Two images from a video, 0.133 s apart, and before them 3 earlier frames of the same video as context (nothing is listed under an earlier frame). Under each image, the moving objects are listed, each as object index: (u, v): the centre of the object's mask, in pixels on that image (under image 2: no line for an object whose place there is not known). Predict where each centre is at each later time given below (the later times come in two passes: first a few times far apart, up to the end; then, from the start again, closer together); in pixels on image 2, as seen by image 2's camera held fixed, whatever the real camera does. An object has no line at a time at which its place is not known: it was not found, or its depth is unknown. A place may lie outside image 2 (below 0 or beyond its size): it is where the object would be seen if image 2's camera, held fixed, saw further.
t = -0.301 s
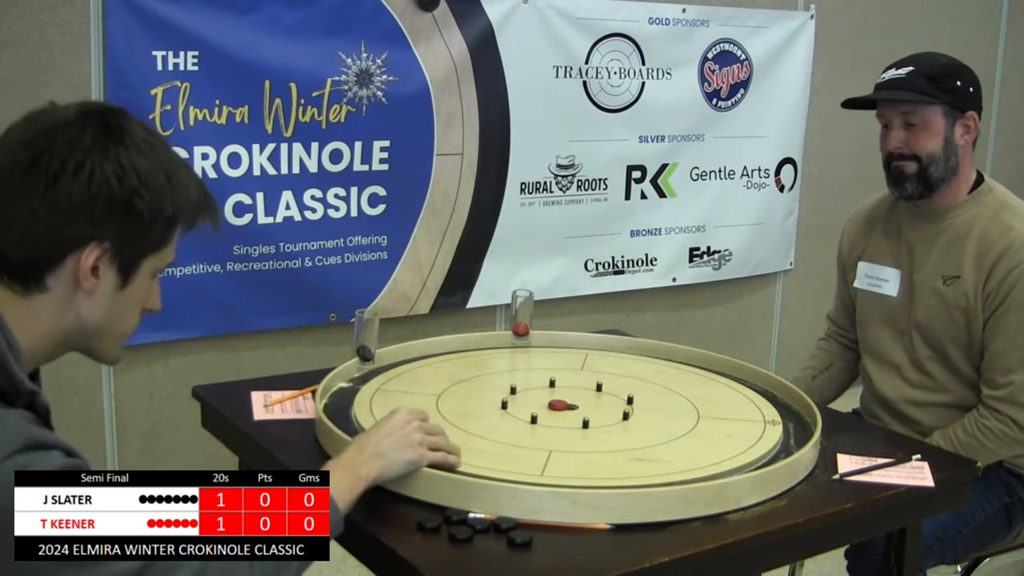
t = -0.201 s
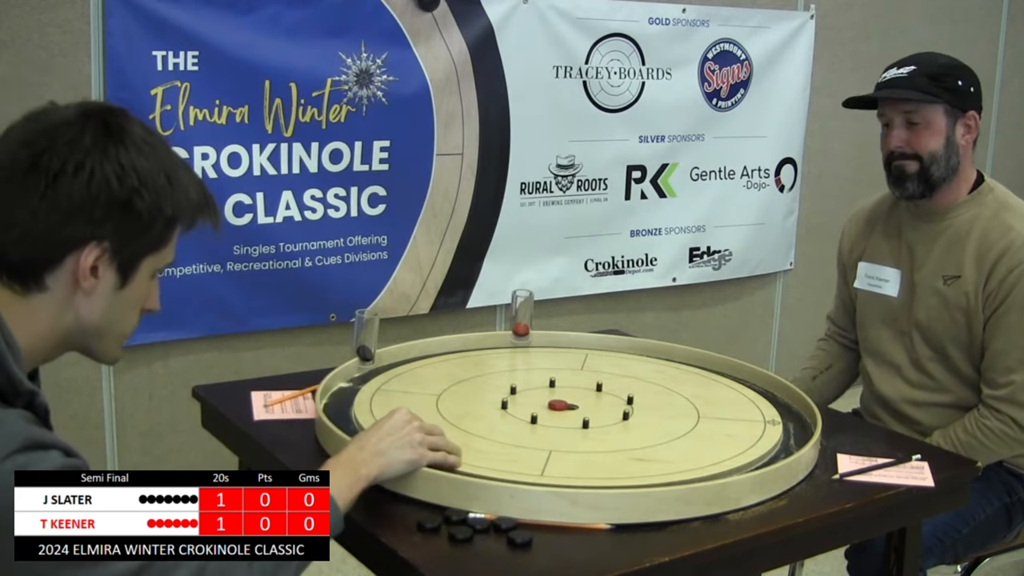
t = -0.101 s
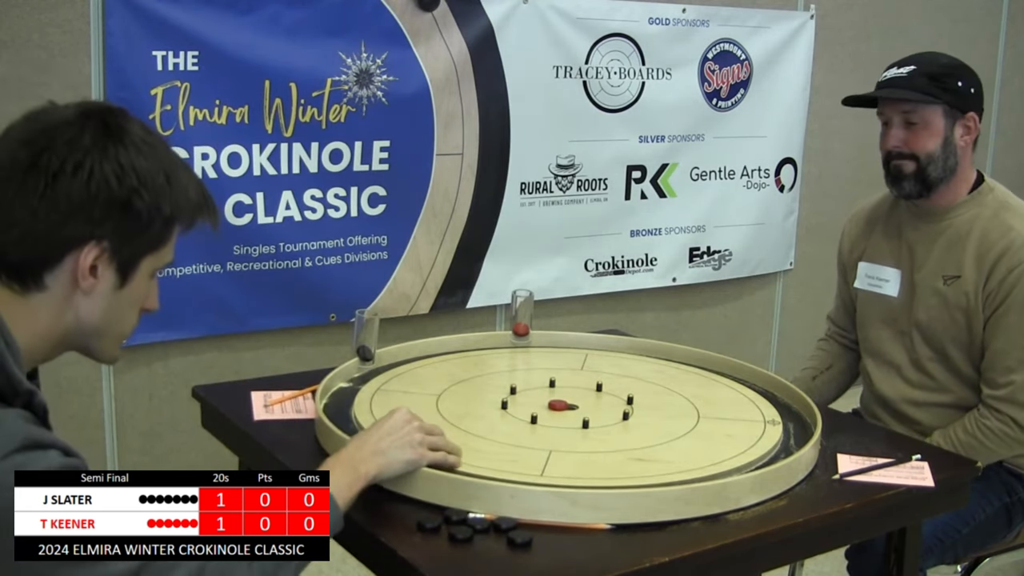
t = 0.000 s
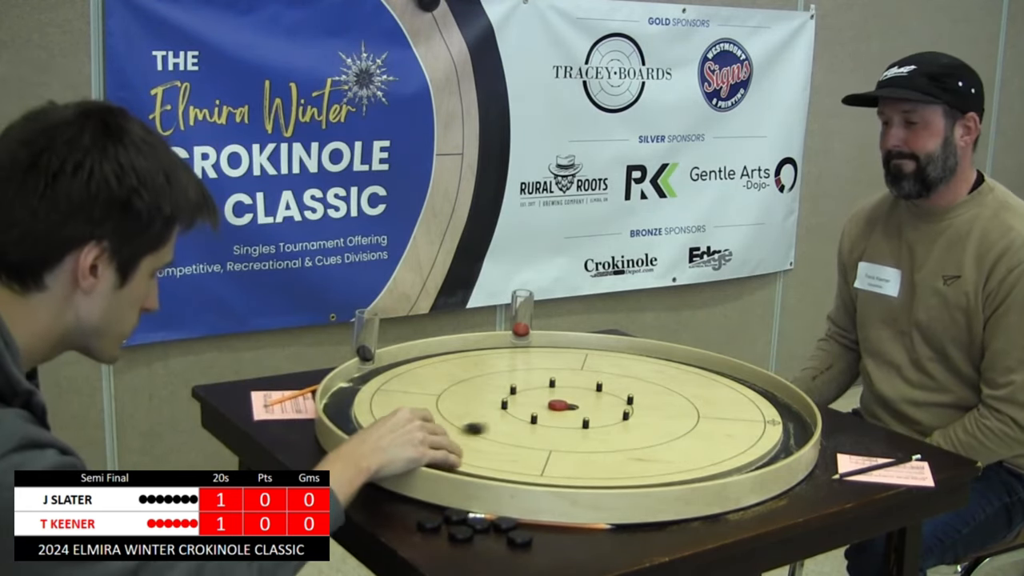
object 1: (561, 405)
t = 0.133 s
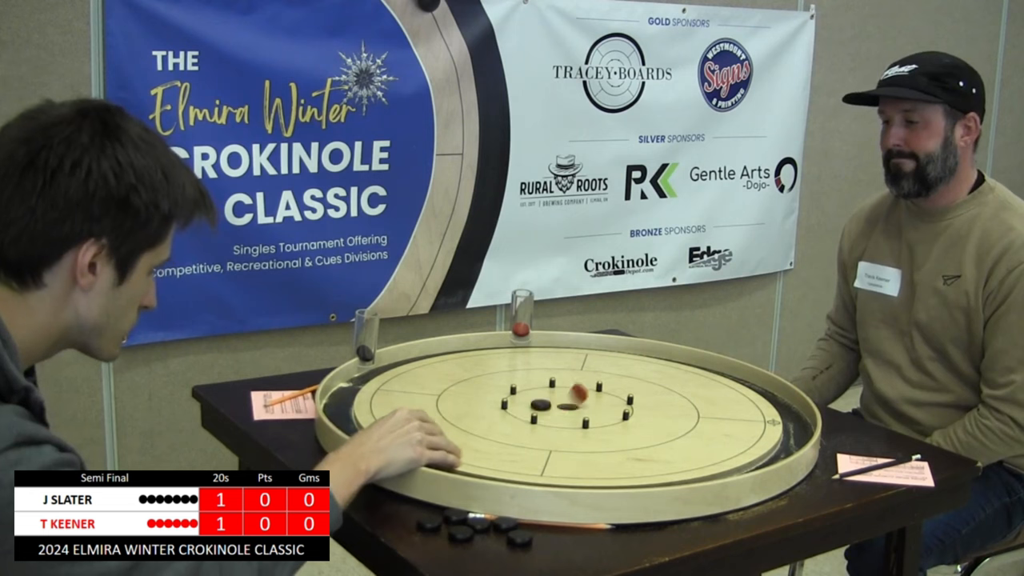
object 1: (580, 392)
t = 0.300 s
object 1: (636, 404)
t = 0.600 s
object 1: (713, 406)
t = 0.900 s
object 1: (754, 419)
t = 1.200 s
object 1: (754, 422)
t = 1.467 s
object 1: (754, 420)
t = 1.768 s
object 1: (755, 422)
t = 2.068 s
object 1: (753, 421)
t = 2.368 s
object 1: (753, 422)
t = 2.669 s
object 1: (753, 422)
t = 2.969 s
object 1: (754, 422)
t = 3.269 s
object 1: (754, 422)
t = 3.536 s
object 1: (754, 422)
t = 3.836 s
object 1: (753, 422)
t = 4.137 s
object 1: (753, 422)
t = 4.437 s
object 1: (754, 422)
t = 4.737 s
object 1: (754, 422)
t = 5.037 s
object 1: (754, 422)
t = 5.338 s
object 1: (753, 422)
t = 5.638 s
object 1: (753, 422)
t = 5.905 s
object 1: (753, 422)
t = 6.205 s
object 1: (753, 422)
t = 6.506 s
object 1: (753, 422)
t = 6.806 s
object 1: (753, 422)
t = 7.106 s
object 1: (753, 422)
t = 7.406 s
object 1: (754, 422)
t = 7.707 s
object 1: (754, 422)
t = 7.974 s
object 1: (754, 422)
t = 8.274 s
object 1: (754, 422)
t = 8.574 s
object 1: (754, 422)
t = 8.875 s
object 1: (754, 422)
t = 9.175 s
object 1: (753, 422)
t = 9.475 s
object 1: (753, 422)
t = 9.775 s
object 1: (753, 422)
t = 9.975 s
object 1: (753, 422)
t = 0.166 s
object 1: (591, 384)
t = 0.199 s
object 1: (603, 381)
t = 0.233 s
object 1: (614, 384)
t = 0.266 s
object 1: (624, 396)
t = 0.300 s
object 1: (636, 404)
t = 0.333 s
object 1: (645, 394)
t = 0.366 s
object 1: (655, 391)
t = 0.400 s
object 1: (663, 394)
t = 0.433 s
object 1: (672, 405)
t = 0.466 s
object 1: (681, 405)
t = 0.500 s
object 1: (690, 401)
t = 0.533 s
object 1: (698, 404)
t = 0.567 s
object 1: (706, 406)
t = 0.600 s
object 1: (713, 406)
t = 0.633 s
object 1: (719, 411)
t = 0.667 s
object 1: (725, 410)
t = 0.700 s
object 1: (731, 412)
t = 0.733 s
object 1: (736, 414)
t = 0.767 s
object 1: (741, 416)
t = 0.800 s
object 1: (745, 417)
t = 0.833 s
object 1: (748, 416)
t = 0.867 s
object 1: (751, 417)
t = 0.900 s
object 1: (754, 419)
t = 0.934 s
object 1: (756, 418)
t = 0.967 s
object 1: (757, 419)
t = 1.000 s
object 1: (758, 421)
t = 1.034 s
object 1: (758, 421)
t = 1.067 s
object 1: (758, 421)
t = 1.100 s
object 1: (757, 421)
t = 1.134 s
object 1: (756, 421)
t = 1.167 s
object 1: (755, 421)
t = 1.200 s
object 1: (754, 422)
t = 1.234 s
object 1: (753, 421)
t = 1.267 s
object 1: (753, 420)
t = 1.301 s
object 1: (752, 421)
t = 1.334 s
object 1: (752, 419)
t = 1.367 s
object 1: (753, 421)
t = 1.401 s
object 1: (753, 420)
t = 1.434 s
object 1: (754, 420)
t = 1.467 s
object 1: (754, 420)
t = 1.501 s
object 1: (755, 420)
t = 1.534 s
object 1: (755, 421)
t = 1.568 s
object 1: (755, 420)
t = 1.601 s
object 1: (755, 422)
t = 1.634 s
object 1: (755, 421)
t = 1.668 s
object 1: (755, 422)
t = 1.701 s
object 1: (755, 421)
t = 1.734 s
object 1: (755, 422)
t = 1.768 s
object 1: (755, 422)
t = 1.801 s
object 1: (754, 422)
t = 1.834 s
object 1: (754, 422)
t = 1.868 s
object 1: (754, 421)
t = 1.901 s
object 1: (754, 422)
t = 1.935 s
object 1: (753, 421)
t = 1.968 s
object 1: (753, 421)
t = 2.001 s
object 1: (753, 422)
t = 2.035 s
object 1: (753, 421)
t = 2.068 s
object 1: (753, 421)
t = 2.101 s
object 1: (753, 422)
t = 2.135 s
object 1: (754, 422)
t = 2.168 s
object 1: (753, 422)
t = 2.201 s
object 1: (753, 422)
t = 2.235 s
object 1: (753, 422)
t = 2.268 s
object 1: (753, 422)
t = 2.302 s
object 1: (753, 422)
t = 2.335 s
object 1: (753, 422)
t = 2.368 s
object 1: (753, 422)
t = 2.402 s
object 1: (753, 422)
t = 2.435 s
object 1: (753, 422)
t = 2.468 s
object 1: (753, 422)
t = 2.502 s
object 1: (753, 422)
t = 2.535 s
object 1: (753, 422)
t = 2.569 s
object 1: (753, 422)
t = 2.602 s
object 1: (753, 422)
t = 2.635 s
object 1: (753, 422)
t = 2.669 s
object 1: (753, 422)
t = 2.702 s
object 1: (753, 422)
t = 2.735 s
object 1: (753, 422)
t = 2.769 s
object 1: (753, 422)
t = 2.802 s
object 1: (753, 422)
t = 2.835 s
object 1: (753, 422)
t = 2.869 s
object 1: (753, 422)
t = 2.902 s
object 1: (753, 422)
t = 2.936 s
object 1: (754, 422)
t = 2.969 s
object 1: (754, 422)
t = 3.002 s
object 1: (753, 422)
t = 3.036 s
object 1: (753, 422)
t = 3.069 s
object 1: (754, 422)
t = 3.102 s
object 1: (754, 422)
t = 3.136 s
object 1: (754, 422)
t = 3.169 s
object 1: (753, 422)
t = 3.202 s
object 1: (753, 422)
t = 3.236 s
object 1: (754, 422)
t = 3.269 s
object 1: (754, 422)
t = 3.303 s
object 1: (754, 422)
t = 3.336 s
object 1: (753, 422)
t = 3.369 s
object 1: (753, 422)
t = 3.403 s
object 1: (754, 422)
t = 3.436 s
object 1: (754, 422)
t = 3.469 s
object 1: (754, 422)
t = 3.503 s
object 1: (754, 422)
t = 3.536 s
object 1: (754, 422)
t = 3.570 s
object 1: (754, 422)
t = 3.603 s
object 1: (754, 422)
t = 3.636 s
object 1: (753, 422)
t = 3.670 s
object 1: (754, 422)
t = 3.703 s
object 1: (753, 422)
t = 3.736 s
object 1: (753, 422)
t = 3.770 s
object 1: (753, 422)
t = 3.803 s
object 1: (753, 422)
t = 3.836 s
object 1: (753, 422)
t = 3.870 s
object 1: (753, 422)
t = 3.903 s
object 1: (753, 422)
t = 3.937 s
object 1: (754, 422)
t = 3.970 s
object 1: (753, 422)
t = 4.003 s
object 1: (754, 422)
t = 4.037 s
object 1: (753, 422)
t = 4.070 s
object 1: (754, 422)
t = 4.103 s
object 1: (753, 422)
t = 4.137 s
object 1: (753, 422)
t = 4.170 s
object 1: (753, 422)
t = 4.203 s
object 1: (753, 422)
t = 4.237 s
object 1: (753, 422)
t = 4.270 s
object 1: (753, 422)
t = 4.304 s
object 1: (754, 422)
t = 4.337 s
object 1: (753, 422)
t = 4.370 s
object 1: (753, 422)
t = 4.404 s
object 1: (753, 422)
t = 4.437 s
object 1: (754, 422)
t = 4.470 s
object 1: (754, 422)
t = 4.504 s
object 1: (754, 422)
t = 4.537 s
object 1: (754, 422)
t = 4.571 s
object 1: (754, 422)
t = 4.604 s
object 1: (754, 422)
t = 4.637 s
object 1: (754, 422)
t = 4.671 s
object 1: (754, 422)
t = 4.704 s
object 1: (754, 422)
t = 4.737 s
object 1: (754, 422)
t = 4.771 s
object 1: (754, 422)
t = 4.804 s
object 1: (754, 422)
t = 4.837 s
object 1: (754, 422)
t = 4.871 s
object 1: (754, 422)
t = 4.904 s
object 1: (754, 422)
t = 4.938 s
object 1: (754, 422)
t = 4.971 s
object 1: (754, 422)
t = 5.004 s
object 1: (754, 422)
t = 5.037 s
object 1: (754, 422)
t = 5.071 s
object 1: (754, 422)
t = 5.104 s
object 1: (754, 422)
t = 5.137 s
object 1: (754, 422)
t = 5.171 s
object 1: (754, 422)
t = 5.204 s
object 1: (754, 422)
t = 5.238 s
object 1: (753, 422)
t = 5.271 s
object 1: (753, 422)
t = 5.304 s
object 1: (753, 422)
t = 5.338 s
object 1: (753, 422)
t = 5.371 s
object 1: (754, 422)
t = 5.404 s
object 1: (753, 422)
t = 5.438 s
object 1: (753, 422)
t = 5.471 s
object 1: (754, 422)
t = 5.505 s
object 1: (753, 422)
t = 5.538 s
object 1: (753, 422)
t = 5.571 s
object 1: (753, 422)
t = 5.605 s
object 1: (753, 422)
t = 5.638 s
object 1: (753, 422)
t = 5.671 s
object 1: (753, 422)
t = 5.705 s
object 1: (753, 422)
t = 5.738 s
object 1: (753, 422)
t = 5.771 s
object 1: (753, 422)
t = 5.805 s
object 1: (753, 422)
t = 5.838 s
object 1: (753, 422)
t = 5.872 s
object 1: (753, 422)
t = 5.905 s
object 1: (753, 422)
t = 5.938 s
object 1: (753, 422)
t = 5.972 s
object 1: (753, 422)
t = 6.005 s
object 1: (753, 422)
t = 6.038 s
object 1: (753, 422)
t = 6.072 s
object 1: (754, 422)
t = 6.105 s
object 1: (753, 422)
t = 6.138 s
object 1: (753, 422)
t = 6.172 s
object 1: (753, 422)
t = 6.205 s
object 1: (753, 422)
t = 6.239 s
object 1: (753, 422)
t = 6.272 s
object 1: (753, 422)
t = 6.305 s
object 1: (753, 422)
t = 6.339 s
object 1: (753, 422)
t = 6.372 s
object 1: (753, 422)
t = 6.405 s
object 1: (753, 422)
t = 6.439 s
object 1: (753, 422)
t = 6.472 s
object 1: (753, 422)
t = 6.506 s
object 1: (753, 422)
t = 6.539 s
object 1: (753, 422)
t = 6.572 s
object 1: (753, 422)
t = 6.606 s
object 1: (753, 422)
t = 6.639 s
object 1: (753, 422)
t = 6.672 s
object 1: (753, 422)
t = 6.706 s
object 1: (753, 422)
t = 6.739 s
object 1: (753, 422)
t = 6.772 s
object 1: (753, 422)
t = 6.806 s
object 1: (753, 422)
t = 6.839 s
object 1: (753, 422)
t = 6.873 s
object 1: (753, 422)
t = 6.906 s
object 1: (753, 422)
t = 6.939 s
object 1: (753, 422)
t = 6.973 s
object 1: (753, 422)
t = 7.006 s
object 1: (753, 422)
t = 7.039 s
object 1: (753, 422)
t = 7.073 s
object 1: (753, 422)
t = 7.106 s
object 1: (753, 422)
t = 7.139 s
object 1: (753, 422)
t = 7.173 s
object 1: (753, 422)
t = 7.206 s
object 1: (753, 422)
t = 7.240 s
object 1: (753, 422)
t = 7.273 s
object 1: (754, 422)
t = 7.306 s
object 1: (753, 422)
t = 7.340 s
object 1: (753, 422)
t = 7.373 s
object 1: (754, 422)
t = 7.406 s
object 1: (754, 422)
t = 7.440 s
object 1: (754, 422)
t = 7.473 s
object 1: (754, 422)
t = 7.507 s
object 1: (754, 422)
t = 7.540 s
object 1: (754, 422)
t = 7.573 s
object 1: (754, 422)
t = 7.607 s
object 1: (754, 422)
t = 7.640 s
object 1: (754, 422)
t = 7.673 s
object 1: (754, 422)
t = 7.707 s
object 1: (754, 422)
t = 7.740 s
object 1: (754, 422)
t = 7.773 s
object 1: (754, 422)
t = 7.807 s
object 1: (754, 422)
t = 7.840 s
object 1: (754, 422)
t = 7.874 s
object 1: (754, 422)
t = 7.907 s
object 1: (754, 422)
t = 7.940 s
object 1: (754, 422)
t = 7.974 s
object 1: (754, 422)
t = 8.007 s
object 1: (754, 422)
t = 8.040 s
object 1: (754, 422)
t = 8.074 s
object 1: (754, 422)
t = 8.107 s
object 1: (754, 422)
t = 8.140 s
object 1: (754, 422)
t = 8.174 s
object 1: (754, 422)
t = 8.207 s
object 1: (754, 422)
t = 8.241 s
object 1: (754, 422)
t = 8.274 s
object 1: (754, 422)
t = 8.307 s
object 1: (754, 422)
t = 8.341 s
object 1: (753, 422)
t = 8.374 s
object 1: (753, 422)
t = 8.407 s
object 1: (753, 422)
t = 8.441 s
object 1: (754, 422)
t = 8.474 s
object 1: (753, 422)
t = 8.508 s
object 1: (754, 422)
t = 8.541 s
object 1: (754, 422)
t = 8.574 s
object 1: (754, 422)
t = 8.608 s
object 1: (754, 422)
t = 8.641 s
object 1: (754, 422)
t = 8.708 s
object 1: (754, 422)
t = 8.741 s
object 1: (754, 422)
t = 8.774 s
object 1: (754, 422)
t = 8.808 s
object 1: (754, 422)
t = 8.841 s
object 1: (754, 422)
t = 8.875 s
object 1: (754, 422)
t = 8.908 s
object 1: (754, 422)
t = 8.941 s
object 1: (754, 422)
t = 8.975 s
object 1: (754, 422)
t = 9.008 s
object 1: (754, 422)
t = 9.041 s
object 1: (753, 422)
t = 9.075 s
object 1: (753, 422)
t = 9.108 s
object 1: (753, 422)
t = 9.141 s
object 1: (753, 422)
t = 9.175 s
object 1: (753, 422)
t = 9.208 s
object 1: (753, 421)
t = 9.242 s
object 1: (753, 421)
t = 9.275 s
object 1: (753, 422)
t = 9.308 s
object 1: (753, 421)
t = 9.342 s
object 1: (753, 421)
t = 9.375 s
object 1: (753, 421)
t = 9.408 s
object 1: (753, 421)
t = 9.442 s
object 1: (753, 422)
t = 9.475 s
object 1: (753, 422)
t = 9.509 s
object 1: (753, 422)
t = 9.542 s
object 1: (753, 421)
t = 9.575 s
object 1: (753, 421)
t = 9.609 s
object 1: (753, 421)
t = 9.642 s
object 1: (753, 421)
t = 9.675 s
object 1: (753, 422)
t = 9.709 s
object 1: (753, 422)
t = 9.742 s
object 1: (753, 422)
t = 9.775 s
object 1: (753, 422)
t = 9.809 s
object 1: (753, 422)
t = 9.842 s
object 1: (754, 422)
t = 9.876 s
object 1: (753, 422)
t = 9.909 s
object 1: (753, 422)
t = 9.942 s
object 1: (753, 422)
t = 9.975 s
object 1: (753, 422)
